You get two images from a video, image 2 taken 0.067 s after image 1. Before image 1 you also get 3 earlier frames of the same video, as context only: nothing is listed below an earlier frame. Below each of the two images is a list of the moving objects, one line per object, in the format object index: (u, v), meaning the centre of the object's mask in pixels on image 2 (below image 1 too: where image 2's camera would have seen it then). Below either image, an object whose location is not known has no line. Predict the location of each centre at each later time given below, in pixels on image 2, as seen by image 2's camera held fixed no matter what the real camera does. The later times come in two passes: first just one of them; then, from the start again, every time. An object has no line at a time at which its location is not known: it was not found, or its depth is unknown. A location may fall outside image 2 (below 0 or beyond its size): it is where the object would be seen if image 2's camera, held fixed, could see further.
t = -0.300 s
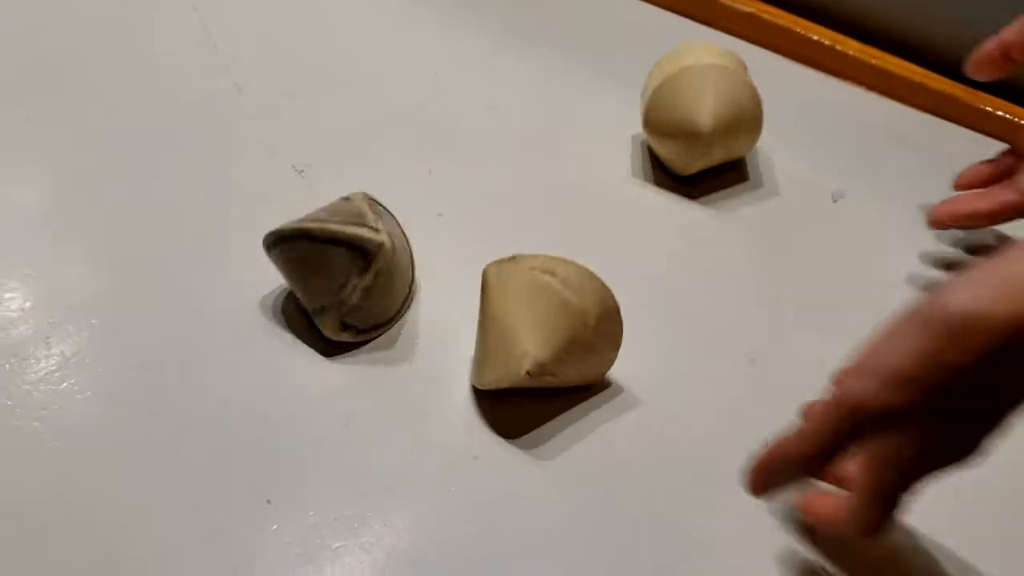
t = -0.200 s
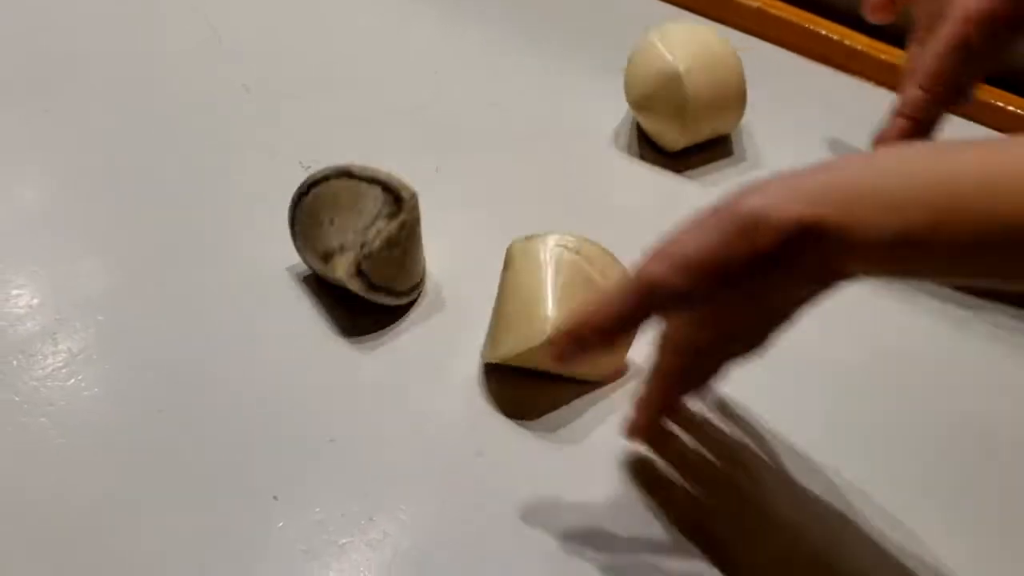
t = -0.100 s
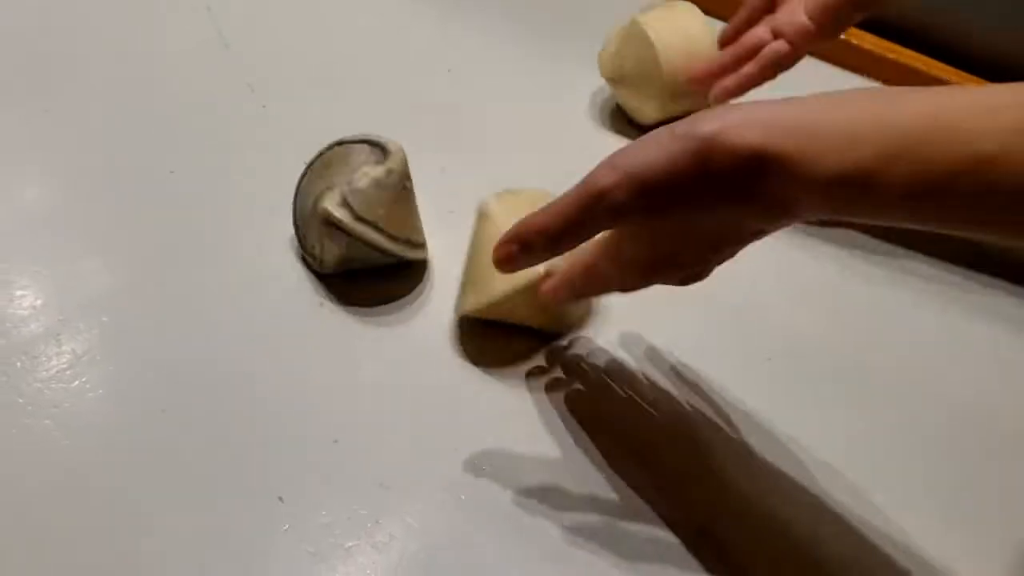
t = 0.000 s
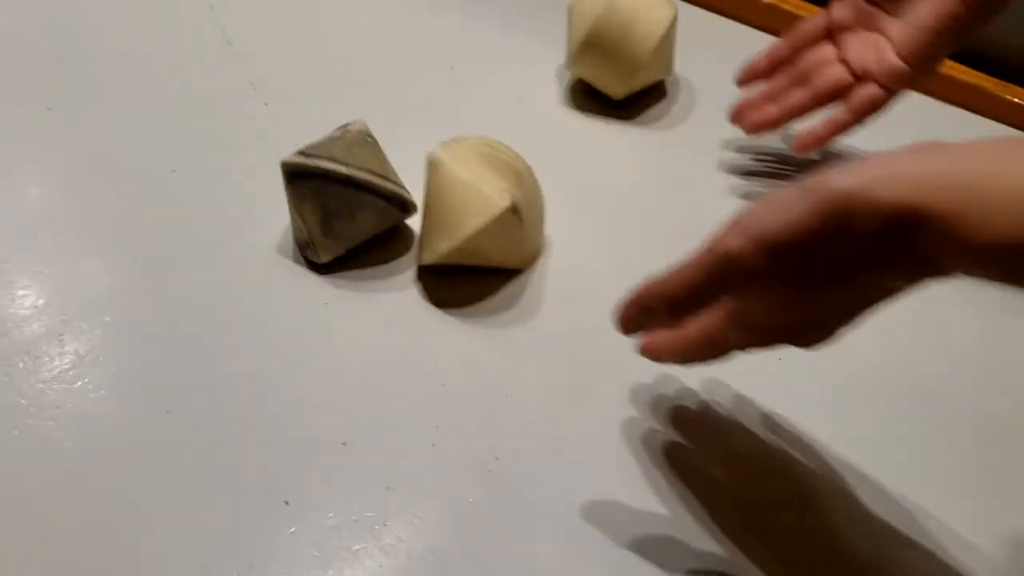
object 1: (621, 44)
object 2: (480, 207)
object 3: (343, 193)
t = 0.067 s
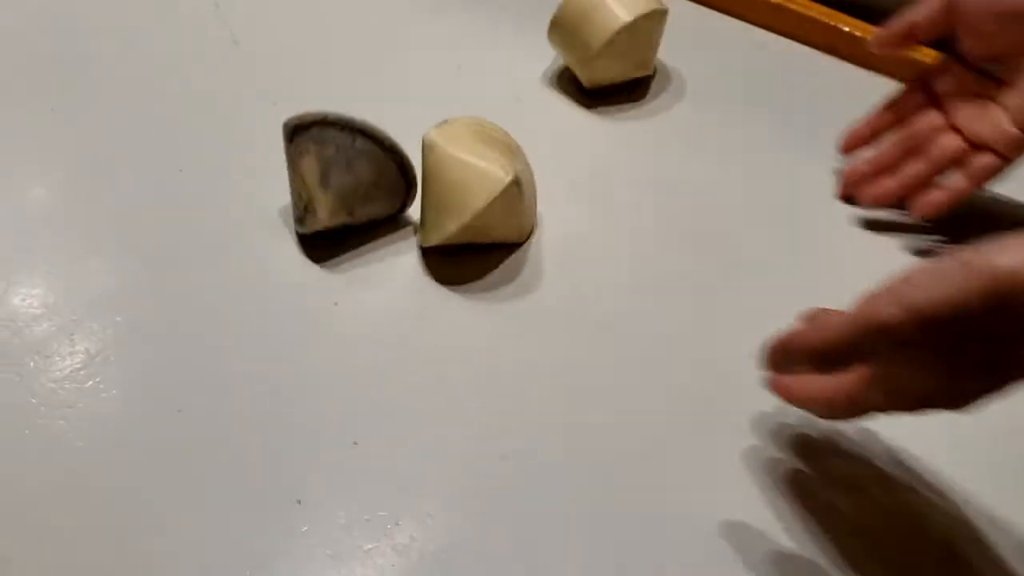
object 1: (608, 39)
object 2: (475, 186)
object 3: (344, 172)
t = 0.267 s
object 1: (575, 49)
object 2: (530, 190)
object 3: (434, 159)
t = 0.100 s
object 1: (602, 37)
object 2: (477, 182)
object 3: (356, 160)
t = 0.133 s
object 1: (596, 37)
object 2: (484, 181)
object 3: (372, 152)
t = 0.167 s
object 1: (590, 38)
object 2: (494, 182)
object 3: (389, 150)
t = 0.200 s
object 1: (584, 40)
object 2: (504, 183)
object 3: (405, 151)
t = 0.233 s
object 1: (580, 44)
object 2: (516, 185)
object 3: (420, 155)
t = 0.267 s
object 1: (575, 49)
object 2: (530, 190)
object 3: (434, 159)
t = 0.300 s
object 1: (572, 54)
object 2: (541, 204)
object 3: (445, 164)
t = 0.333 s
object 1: (570, 60)
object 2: (552, 209)
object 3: (457, 166)
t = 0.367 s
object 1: (567, 66)
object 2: (563, 212)
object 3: (466, 169)
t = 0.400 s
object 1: (567, 72)
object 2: (573, 218)
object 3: (477, 171)
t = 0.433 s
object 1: (568, 78)
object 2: (586, 222)
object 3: (489, 174)
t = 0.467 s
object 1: (571, 84)
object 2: (599, 228)
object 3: (502, 179)
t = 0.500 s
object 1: (563, 83)
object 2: (602, 228)
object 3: (504, 178)
